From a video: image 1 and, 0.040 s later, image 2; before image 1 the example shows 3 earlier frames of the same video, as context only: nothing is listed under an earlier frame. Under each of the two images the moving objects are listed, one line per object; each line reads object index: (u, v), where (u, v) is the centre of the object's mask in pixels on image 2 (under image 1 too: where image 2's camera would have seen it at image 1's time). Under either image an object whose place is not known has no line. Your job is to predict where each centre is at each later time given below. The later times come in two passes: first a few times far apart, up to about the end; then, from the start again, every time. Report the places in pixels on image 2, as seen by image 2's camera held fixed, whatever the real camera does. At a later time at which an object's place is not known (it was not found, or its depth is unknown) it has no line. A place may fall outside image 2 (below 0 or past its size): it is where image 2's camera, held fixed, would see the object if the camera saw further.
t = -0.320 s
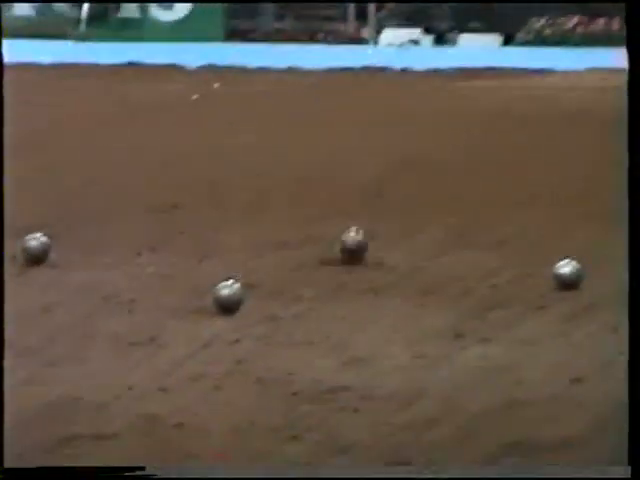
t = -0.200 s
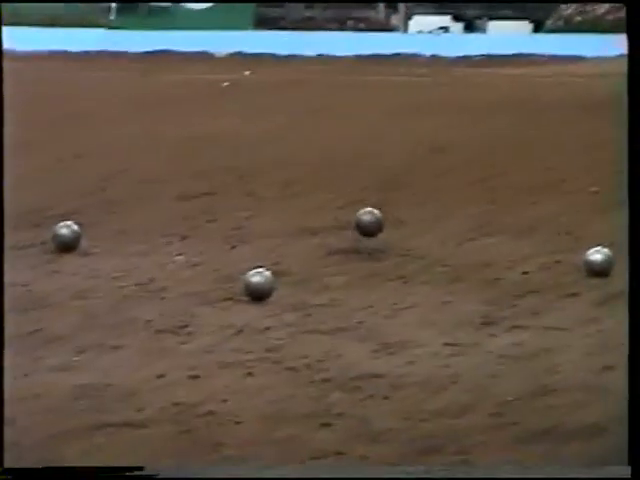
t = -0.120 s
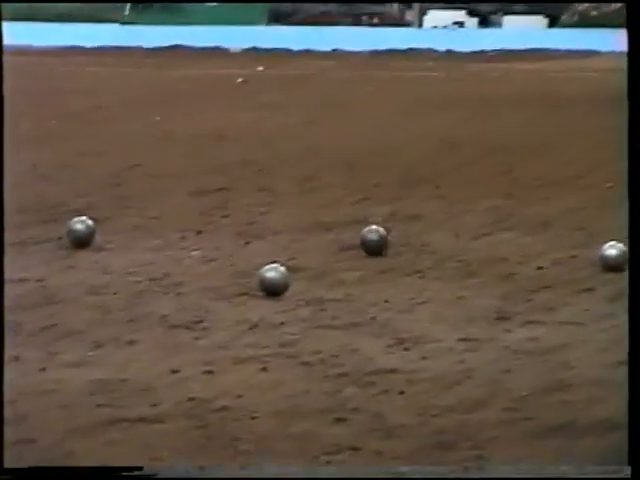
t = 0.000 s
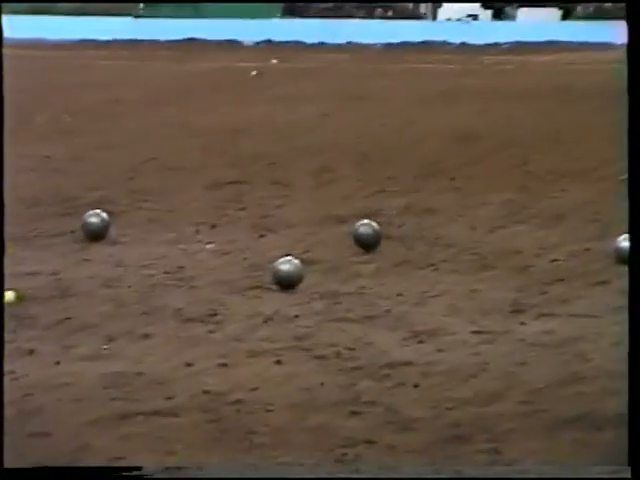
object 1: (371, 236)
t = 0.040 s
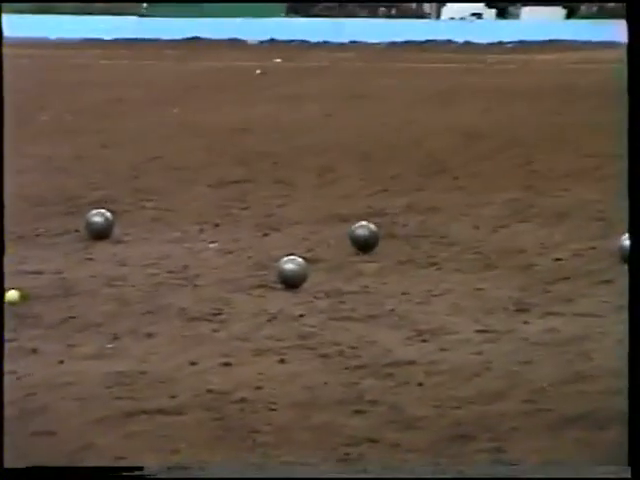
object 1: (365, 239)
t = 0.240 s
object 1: (327, 245)
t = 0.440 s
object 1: (295, 248)
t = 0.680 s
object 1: (254, 258)
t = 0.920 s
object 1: (213, 264)
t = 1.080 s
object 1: (183, 267)
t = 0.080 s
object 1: (358, 240)
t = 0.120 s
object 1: (351, 243)
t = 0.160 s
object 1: (342, 245)
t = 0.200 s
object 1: (335, 245)
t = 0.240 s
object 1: (327, 245)
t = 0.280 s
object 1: (321, 246)
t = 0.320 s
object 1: (315, 249)
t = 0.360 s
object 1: (309, 250)
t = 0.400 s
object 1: (302, 248)
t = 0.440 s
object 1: (295, 248)
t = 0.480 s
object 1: (287, 249)
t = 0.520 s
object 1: (280, 252)
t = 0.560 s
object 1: (274, 255)
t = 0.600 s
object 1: (268, 257)
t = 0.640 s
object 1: (261, 257)
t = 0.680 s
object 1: (254, 258)
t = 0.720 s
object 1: (248, 258)
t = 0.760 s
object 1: (242, 259)
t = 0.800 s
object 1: (234, 260)
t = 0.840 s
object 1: (228, 260)
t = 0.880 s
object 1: (221, 262)
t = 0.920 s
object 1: (213, 264)
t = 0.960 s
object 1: (205, 265)
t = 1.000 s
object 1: (198, 265)
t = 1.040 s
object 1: (190, 266)
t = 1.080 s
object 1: (183, 267)
